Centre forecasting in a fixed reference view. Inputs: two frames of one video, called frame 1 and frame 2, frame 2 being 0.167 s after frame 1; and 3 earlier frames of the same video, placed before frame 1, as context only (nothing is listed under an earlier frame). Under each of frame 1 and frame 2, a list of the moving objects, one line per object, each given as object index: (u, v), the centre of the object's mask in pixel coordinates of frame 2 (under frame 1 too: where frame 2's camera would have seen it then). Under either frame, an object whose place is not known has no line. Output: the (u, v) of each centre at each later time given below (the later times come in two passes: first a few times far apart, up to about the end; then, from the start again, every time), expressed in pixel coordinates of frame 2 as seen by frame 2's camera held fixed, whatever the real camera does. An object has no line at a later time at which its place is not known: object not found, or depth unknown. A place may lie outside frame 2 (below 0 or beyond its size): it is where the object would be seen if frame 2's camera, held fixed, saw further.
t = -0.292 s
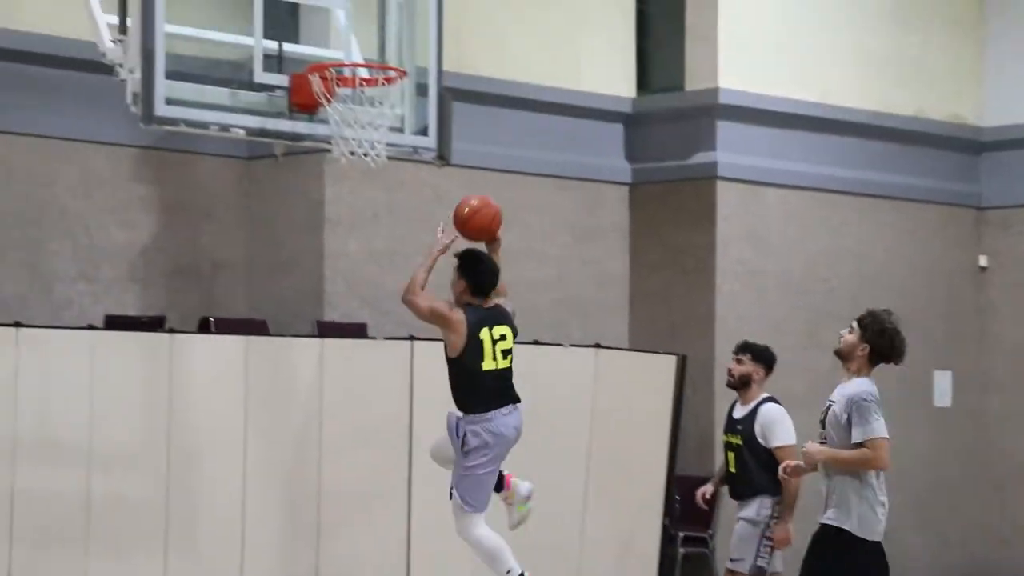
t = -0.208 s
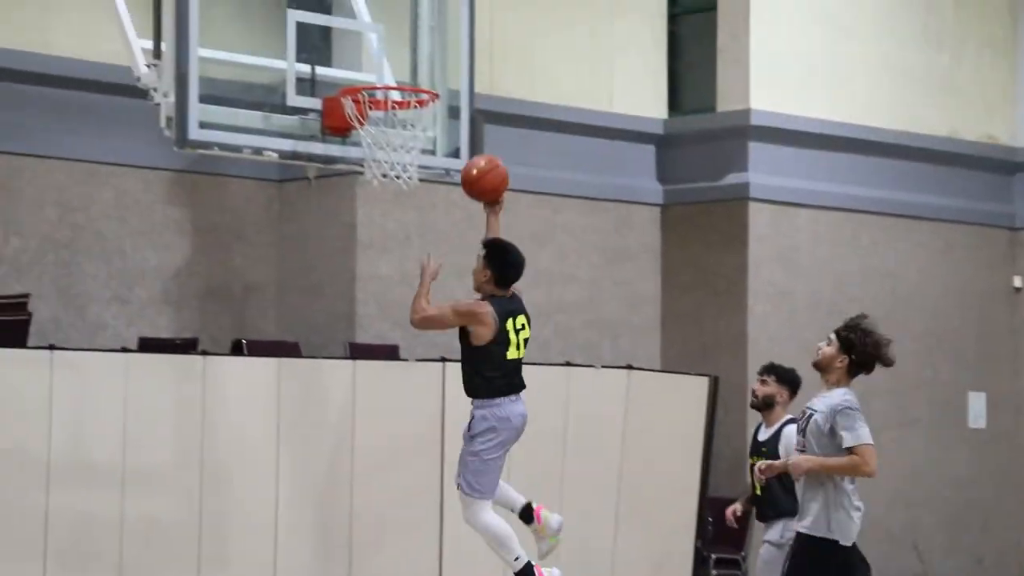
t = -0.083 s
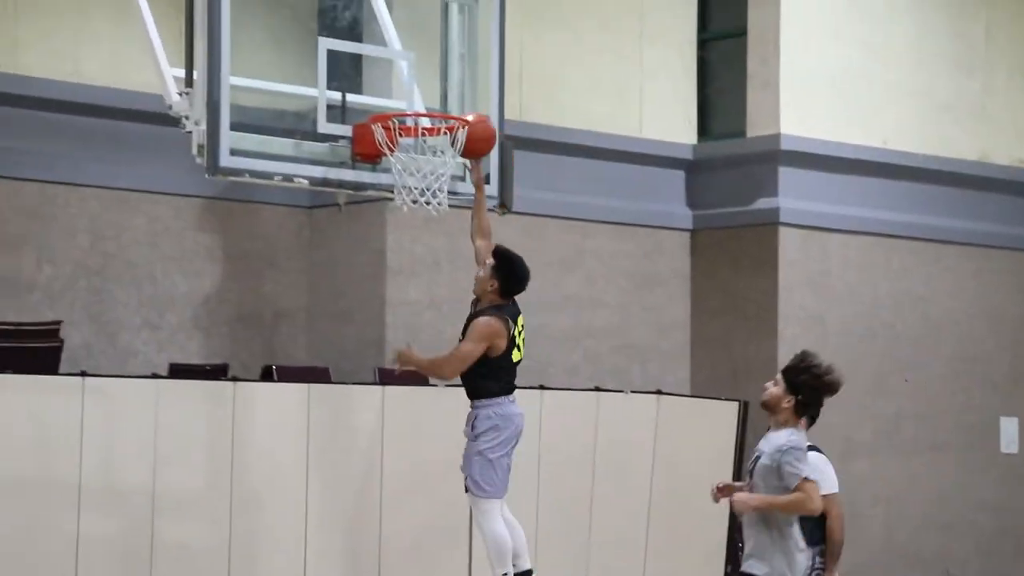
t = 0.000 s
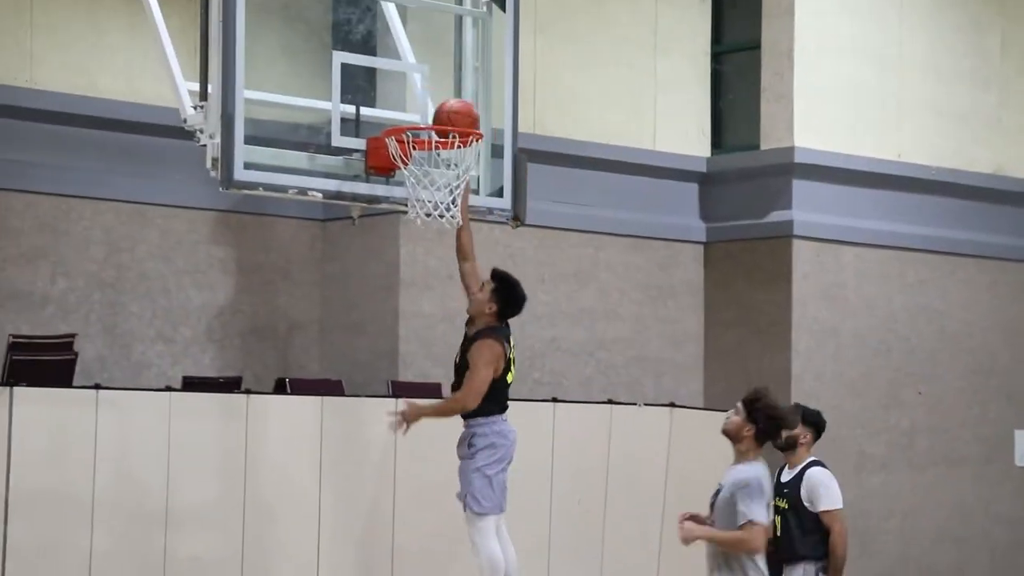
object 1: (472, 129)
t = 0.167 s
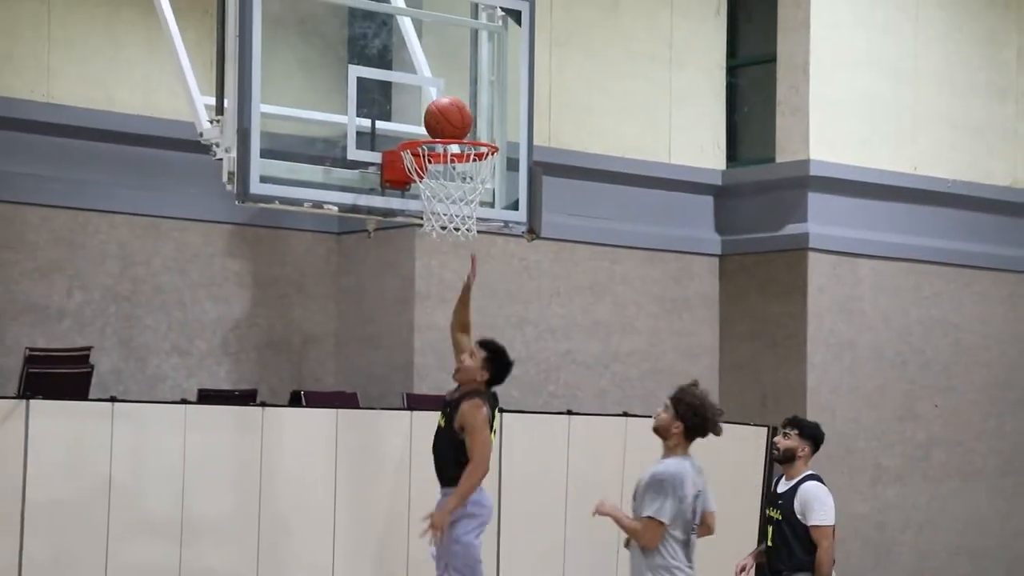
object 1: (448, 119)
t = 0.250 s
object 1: (447, 125)
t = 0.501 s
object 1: (447, 230)
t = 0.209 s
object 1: (447, 122)
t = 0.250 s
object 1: (447, 125)
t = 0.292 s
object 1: (447, 144)
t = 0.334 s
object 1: (448, 160)
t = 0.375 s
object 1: (446, 176)
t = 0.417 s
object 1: (444, 196)
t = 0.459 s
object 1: (444, 212)
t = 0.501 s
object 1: (447, 230)
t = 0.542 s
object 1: (447, 248)
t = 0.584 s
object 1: (448, 273)
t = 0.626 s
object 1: (449, 301)
